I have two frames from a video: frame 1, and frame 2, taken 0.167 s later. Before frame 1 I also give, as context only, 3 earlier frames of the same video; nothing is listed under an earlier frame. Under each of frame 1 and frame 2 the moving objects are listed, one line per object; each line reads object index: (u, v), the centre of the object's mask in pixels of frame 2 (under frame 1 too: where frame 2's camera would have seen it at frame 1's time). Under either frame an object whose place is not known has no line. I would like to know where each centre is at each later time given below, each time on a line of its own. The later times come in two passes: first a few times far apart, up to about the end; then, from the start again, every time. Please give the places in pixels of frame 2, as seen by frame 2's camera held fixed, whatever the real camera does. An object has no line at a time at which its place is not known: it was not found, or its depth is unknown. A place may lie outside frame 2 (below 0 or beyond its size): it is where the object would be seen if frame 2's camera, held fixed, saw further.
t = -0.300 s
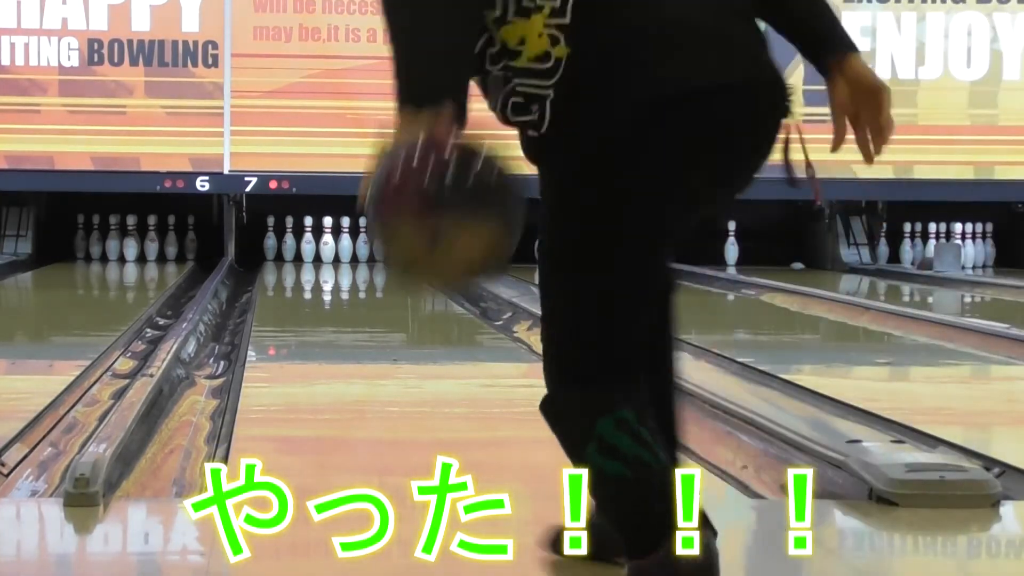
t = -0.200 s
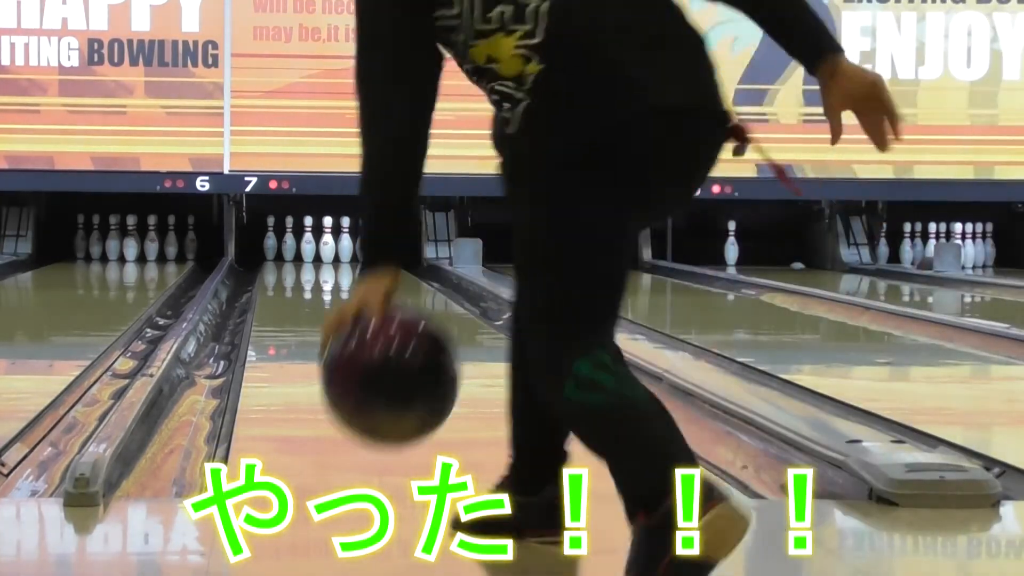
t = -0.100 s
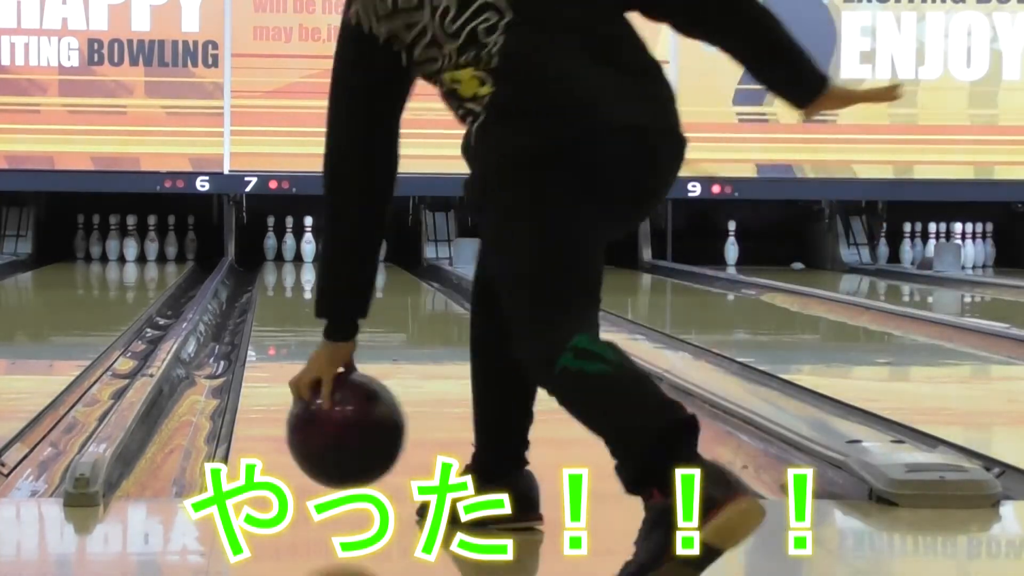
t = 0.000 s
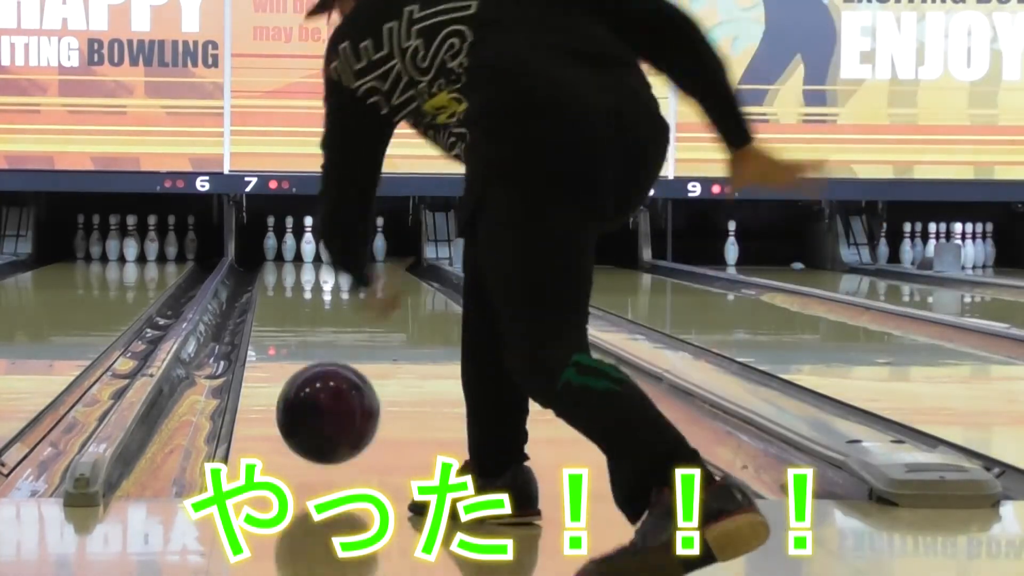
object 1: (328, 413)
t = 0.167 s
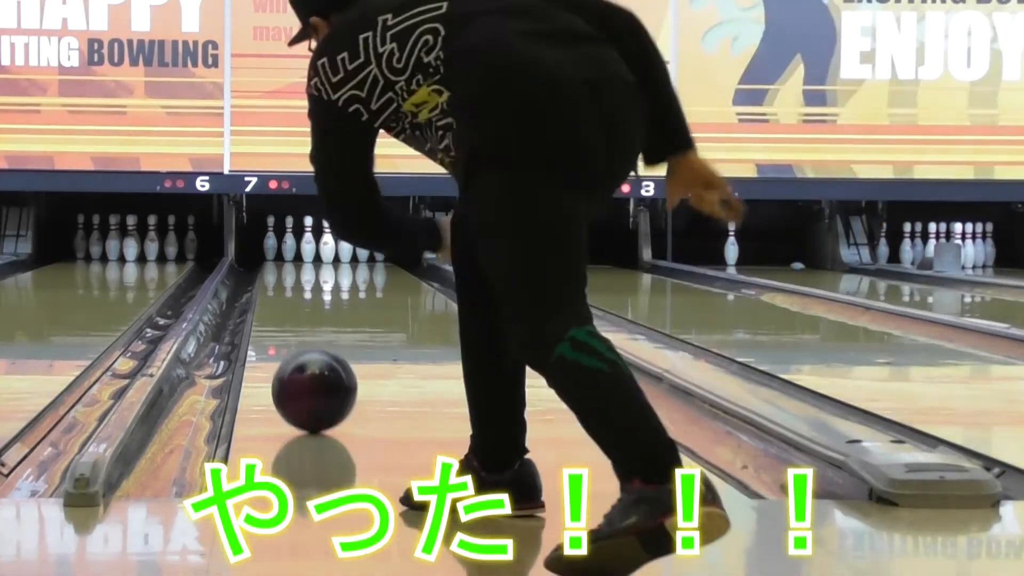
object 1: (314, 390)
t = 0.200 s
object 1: (312, 383)
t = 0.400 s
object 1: (303, 351)
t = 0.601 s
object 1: (297, 327)
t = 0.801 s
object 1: (294, 310)
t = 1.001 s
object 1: (291, 296)
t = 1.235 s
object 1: (290, 283)
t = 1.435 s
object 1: (289, 274)
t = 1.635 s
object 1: (289, 267)
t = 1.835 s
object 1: (291, 262)
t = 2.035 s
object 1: (295, 256)
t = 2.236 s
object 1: (302, 253)
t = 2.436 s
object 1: (311, 250)
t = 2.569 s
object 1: (310, 249)
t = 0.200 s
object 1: (312, 383)
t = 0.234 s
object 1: (311, 377)
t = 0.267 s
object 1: (309, 371)
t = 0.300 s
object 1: (308, 365)
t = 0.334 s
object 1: (306, 360)
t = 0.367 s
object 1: (305, 355)
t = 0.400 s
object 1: (303, 351)
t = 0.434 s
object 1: (302, 346)
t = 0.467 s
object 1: (301, 342)
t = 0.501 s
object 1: (300, 338)
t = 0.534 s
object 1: (299, 334)
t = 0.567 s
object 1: (298, 330)
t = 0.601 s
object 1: (297, 327)
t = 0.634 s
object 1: (296, 324)
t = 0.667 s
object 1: (296, 321)
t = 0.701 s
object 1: (295, 318)
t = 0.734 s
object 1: (294, 315)
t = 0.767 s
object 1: (294, 312)
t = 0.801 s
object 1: (294, 310)
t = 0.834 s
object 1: (293, 307)
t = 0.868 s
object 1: (293, 305)
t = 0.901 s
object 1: (292, 302)
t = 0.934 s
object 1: (292, 300)
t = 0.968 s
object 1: (292, 298)
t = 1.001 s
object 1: (291, 296)
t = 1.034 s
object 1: (291, 294)
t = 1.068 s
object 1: (291, 292)
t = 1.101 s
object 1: (291, 290)
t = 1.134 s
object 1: (290, 288)
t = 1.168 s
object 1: (290, 286)
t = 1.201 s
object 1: (290, 285)
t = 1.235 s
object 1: (290, 283)
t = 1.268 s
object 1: (290, 282)
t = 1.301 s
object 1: (289, 280)
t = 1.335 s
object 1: (289, 279)
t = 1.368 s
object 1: (289, 277)
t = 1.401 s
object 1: (289, 275)
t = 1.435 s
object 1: (289, 274)
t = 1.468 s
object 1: (289, 273)
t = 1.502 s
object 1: (289, 271)
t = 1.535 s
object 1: (289, 270)
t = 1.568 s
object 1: (289, 269)
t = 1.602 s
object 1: (289, 268)
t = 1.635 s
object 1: (289, 267)
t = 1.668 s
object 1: (290, 266)
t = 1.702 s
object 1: (290, 265)
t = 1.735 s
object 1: (290, 264)
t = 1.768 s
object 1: (290, 263)
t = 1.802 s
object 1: (290, 263)
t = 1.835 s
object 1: (291, 262)
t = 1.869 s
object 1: (291, 261)
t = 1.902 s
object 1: (292, 260)
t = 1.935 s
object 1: (293, 259)
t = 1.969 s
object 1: (294, 258)
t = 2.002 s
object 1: (294, 258)
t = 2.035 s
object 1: (295, 256)
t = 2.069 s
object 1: (296, 256)
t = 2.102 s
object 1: (297, 256)
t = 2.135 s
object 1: (298, 255)
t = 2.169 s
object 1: (299, 254)
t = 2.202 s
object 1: (301, 253)
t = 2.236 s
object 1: (302, 253)
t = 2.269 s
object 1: (304, 252)
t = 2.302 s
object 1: (305, 252)
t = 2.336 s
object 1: (307, 251)
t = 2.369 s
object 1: (308, 252)
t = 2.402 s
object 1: (310, 251)
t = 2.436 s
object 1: (311, 250)
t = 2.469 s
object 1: (312, 250)
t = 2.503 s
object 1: (310, 250)
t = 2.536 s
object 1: (310, 249)
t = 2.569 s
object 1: (310, 249)
